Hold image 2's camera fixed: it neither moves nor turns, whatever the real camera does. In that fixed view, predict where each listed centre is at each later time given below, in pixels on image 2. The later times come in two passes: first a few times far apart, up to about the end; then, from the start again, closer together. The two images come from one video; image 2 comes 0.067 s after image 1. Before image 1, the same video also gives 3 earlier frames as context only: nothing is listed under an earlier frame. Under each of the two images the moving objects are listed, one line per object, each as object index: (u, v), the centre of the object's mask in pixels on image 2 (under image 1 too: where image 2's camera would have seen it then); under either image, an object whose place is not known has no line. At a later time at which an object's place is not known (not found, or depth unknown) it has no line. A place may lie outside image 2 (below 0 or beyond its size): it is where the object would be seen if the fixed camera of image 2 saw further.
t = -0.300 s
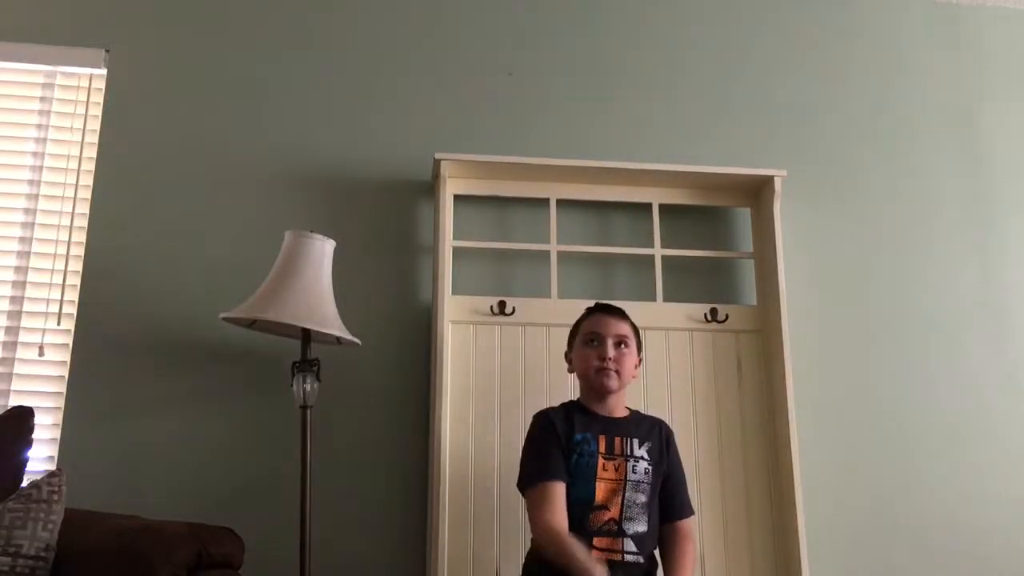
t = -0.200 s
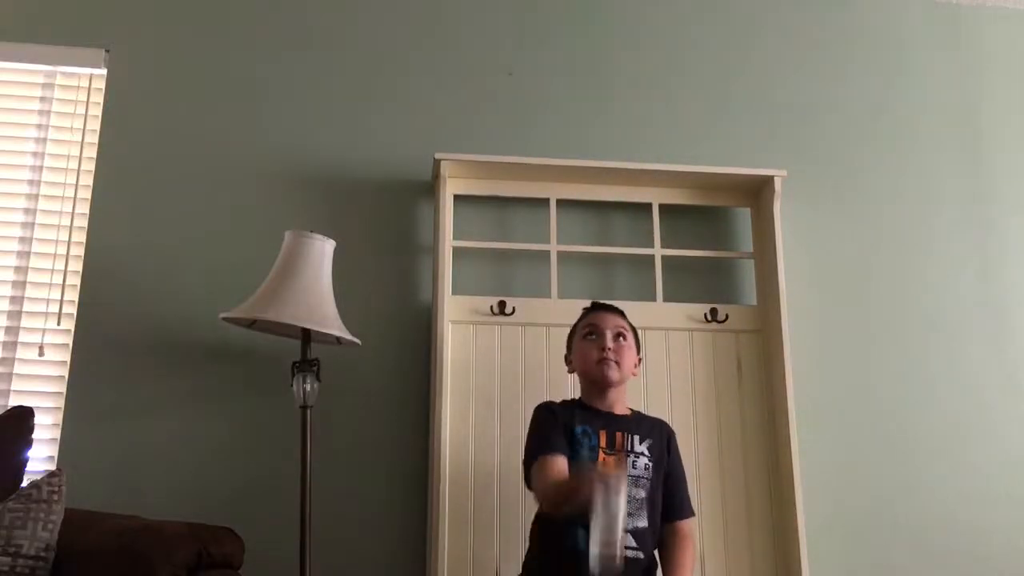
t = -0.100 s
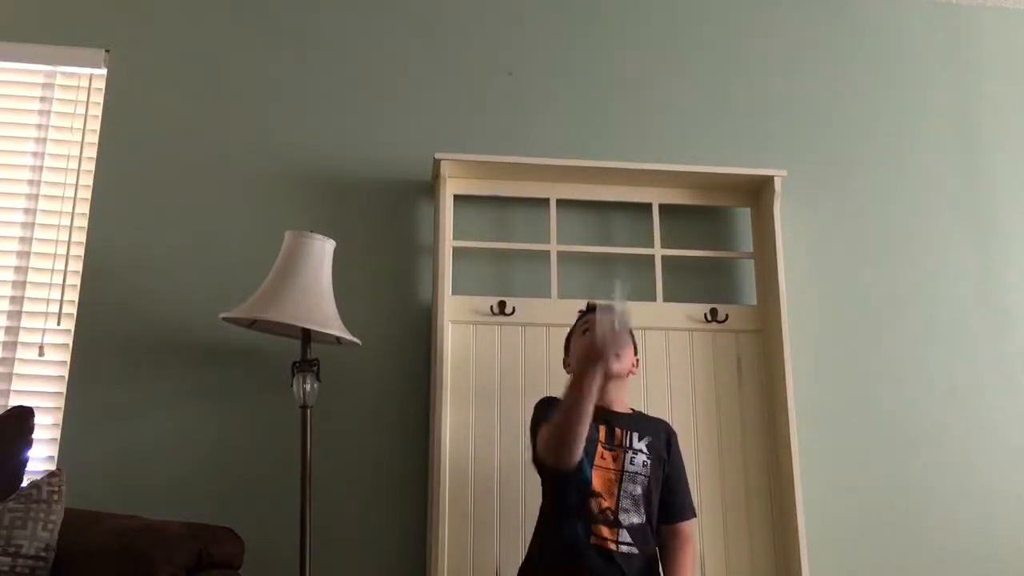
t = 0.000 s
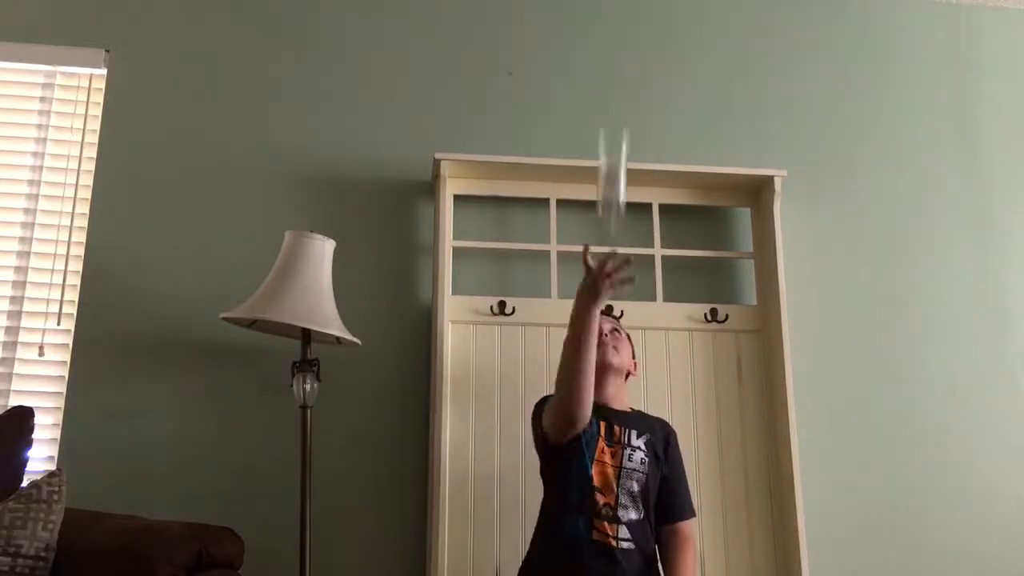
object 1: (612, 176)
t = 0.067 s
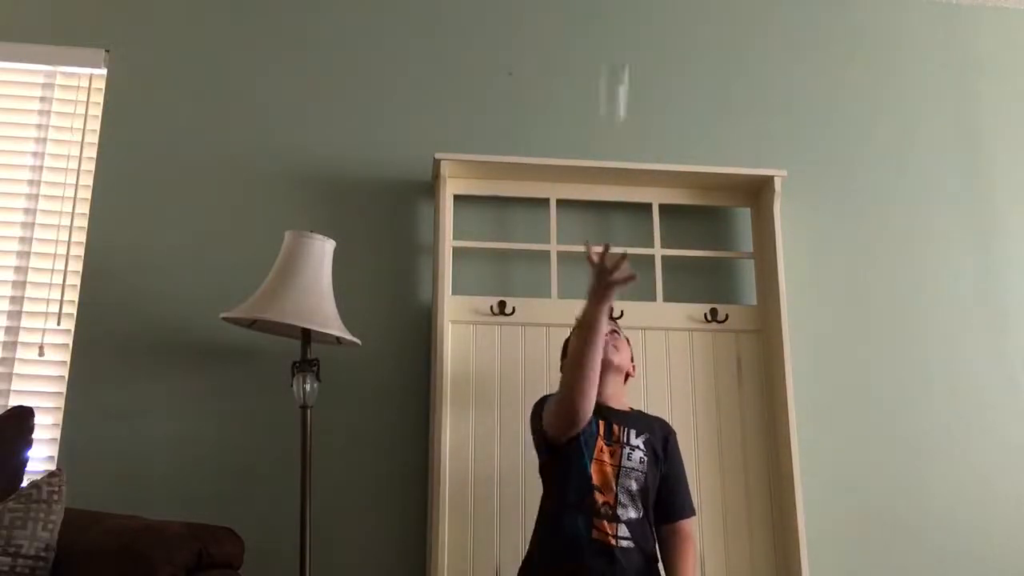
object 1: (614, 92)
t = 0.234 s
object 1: (618, 7)
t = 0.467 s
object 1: (624, 29)
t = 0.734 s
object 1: (650, 144)
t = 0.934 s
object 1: (658, 139)
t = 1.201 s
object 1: (658, 138)
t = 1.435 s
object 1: (658, 138)
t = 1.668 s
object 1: (657, 138)
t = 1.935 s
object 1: (658, 138)
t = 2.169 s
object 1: (658, 138)
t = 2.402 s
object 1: (658, 138)
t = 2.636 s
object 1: (658, 138)
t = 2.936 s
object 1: (658, 138)
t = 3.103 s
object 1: (658, 138)
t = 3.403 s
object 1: (657, 139)
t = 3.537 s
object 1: (657, 139)
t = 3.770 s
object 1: (657, 138)
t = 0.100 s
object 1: (614, 58)
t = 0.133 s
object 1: (617, 23)
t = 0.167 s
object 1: (618, 15)
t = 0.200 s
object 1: (618, 9)
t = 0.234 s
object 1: (618, 7)
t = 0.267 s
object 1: (619, 5)
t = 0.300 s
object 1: (620, 5)
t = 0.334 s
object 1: (620, 7)
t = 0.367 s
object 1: (621, 10)
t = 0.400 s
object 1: (622, 15)
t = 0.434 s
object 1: (623, 21)
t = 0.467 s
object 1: (624, 29)
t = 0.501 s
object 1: (625, 47)
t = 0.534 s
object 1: (627, 69)
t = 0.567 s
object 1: (628, 92)
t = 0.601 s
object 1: (631, 113)
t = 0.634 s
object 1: (636, 131)
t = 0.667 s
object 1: (642, 145)
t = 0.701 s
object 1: (649, 147)
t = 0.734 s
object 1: (650, 144)
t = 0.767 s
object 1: (652, 143)
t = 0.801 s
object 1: (653, 142)
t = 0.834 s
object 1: (655, 141)
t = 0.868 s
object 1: (656, 140)
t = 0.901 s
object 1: (657, 140)
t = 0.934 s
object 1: (658, 139)
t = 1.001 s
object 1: (657, 139)
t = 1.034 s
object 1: (658, 138)
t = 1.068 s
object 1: (658, 138)
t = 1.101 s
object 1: (658, 138)
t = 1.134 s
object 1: (658, 138)
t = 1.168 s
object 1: (658, 138)
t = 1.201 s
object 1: (658, 138)
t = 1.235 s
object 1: (658, 138)
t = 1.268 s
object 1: (658, 138)
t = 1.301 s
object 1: (658, 138)
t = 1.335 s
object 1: (658, 138)
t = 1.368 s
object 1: (658, 138)
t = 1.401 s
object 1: (658, 138)
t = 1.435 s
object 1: (658, 138)
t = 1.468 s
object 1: (658, 138)
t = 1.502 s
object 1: (658, 138)
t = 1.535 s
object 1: (657, 138)
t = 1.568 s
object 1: (657, 138)
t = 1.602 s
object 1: (657, 138)
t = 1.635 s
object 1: (657, 138)
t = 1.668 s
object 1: (657, 138)
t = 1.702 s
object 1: (657, 138)
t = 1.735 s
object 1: (658, 138)
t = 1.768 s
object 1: (658, 138)
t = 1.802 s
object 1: (657, 138)
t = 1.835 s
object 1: (658, 138)
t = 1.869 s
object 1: (658, 138)
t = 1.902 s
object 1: (658, 138)
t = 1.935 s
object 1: (658, 138)
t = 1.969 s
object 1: (658, 138)
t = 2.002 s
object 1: (658, 138)
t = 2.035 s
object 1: (658, 138)
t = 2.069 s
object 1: (658, 138)
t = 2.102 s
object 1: (657, 138)
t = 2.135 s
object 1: (657, 138)
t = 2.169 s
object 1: (658, 138)
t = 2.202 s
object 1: (658, 138)
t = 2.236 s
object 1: (658, 138)
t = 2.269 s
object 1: (658, 138)
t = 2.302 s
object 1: (658, 138)
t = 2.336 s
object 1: (658, 138)
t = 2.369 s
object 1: (658, 138)
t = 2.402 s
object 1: (658, 138)
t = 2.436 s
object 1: (658, 138)
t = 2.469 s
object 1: (658, 138)
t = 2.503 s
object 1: (658, 138)
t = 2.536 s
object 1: (658, 138)
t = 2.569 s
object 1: (658, 138)
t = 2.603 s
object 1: (658, 138)
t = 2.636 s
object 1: (658, 138)
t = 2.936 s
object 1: (658, 138)
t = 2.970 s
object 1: (658, 138)
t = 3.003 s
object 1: (658, 138)
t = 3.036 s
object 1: (658, 138)
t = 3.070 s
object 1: (658, 138)
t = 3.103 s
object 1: (658, 138)
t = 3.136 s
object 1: (658, 138)
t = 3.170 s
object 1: (658, 138)
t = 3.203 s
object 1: (658, 138)
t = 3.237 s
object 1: (658, 138)
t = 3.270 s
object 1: (657, 138)
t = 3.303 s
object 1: (658, 138)
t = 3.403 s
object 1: (657, 139)
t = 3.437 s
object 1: (657, 139)
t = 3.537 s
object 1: (657, 139)
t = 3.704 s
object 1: (657, 138)
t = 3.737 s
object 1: (657, 138)
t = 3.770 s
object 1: (657, 138)
